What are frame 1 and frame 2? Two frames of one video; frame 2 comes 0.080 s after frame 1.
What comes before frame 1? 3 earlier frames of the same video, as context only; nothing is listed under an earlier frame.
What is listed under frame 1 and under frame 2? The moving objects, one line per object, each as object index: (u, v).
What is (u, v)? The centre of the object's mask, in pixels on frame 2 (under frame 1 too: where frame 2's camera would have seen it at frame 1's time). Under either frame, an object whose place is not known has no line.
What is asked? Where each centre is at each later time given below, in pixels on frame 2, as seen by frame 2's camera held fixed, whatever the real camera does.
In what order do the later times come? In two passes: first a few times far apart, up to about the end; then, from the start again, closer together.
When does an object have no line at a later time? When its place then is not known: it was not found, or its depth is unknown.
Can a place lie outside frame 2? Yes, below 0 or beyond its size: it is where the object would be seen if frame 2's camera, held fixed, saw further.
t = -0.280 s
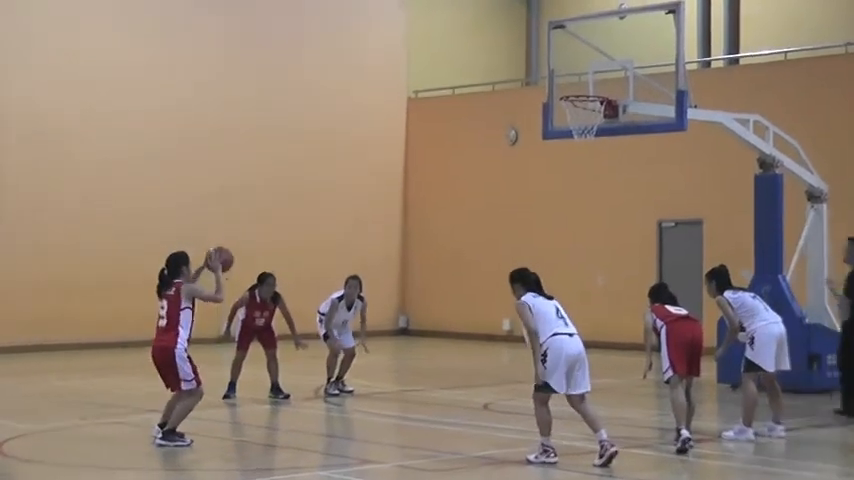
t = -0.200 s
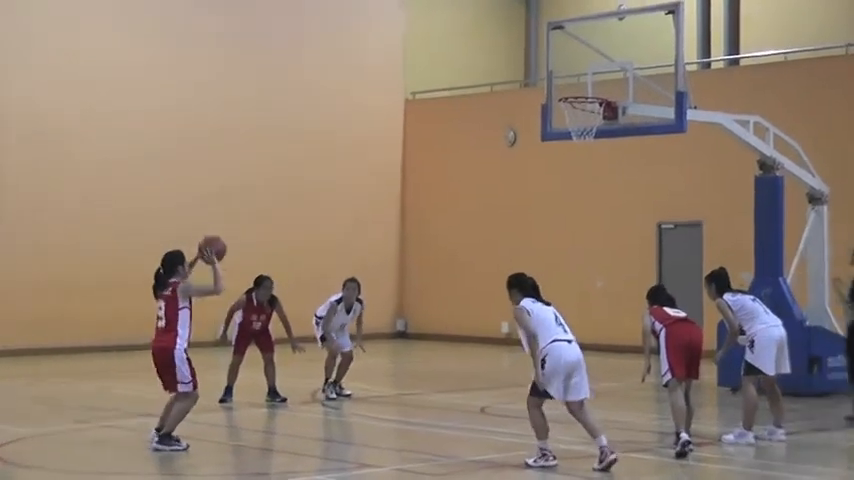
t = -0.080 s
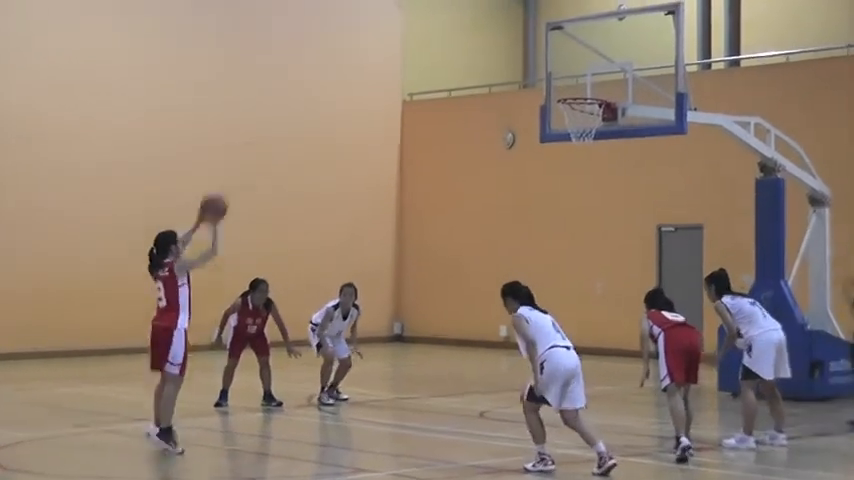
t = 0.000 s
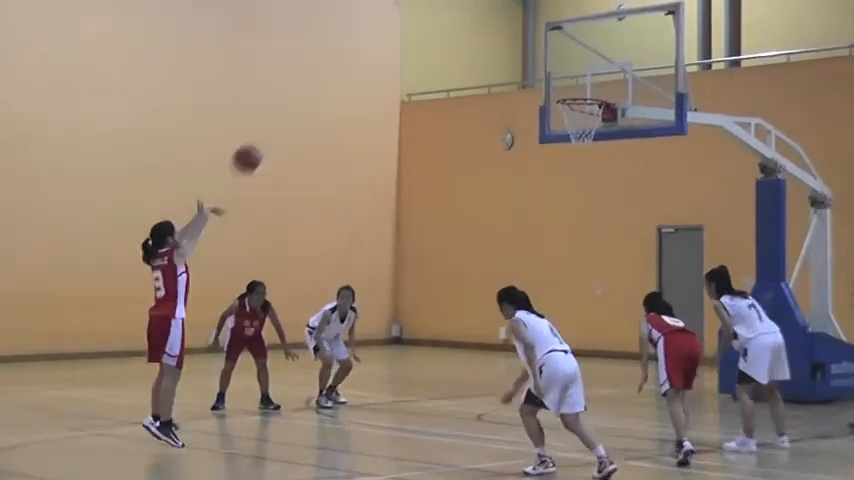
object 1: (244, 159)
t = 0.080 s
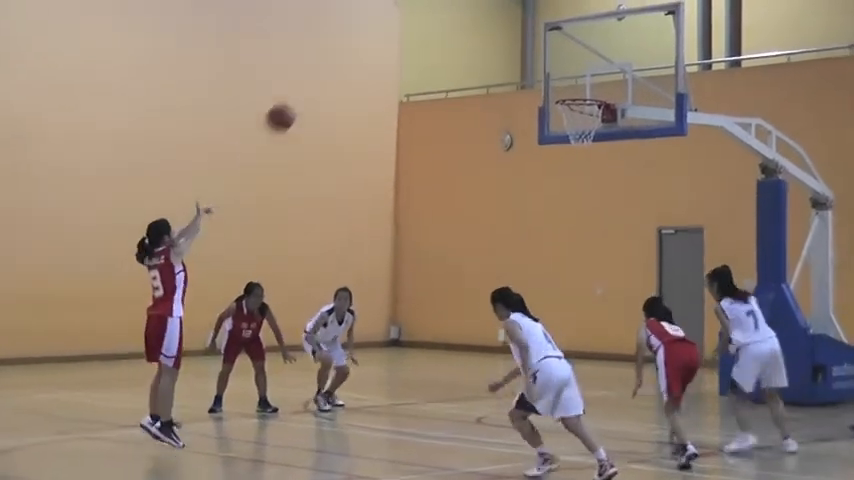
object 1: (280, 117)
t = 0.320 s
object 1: (379, 42)
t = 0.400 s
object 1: (409, 33)
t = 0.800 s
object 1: (553, 85)
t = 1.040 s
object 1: (502, 75)
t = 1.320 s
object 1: (419, 122)
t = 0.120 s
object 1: (298, 100)
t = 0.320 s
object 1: (379, 42)
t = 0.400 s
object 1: (409, 33)
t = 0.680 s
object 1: (512, 53)
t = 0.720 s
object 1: (525, 64)
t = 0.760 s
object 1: (541, 74)
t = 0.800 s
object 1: (553, 85)
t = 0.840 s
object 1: (557, 92)
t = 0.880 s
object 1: (547, 85)
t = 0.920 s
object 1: (536, 81)
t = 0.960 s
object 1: (525, 78)
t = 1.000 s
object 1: (513, 77)
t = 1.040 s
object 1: (502, 75)
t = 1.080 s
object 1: (491, 76)
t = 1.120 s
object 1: (479, 79)
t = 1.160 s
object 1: (468, 84)
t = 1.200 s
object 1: (456, 91)
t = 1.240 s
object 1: (444, 99)
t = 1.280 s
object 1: (431, 110)
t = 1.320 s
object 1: (419, 122)
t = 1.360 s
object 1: (406, 137)
